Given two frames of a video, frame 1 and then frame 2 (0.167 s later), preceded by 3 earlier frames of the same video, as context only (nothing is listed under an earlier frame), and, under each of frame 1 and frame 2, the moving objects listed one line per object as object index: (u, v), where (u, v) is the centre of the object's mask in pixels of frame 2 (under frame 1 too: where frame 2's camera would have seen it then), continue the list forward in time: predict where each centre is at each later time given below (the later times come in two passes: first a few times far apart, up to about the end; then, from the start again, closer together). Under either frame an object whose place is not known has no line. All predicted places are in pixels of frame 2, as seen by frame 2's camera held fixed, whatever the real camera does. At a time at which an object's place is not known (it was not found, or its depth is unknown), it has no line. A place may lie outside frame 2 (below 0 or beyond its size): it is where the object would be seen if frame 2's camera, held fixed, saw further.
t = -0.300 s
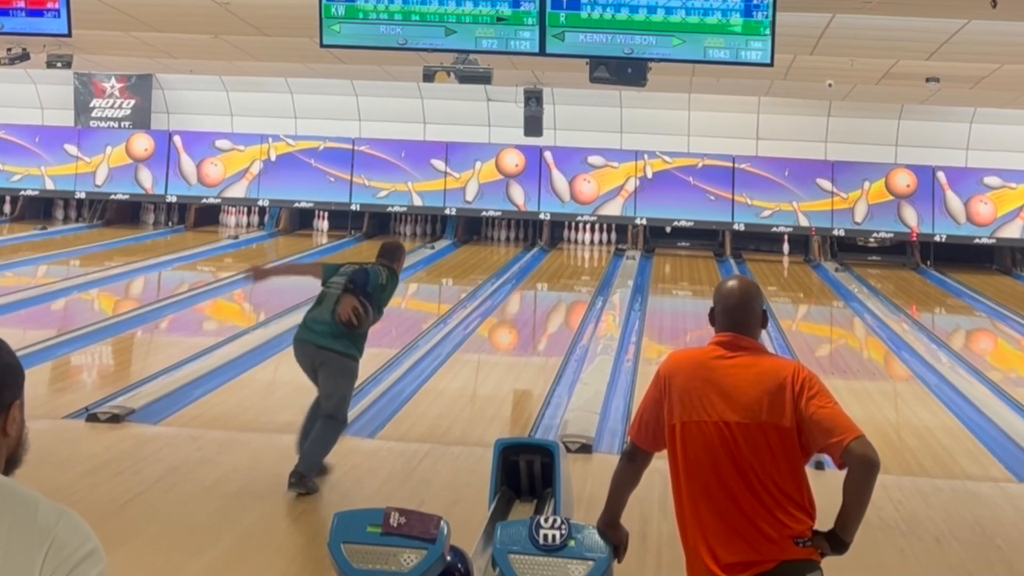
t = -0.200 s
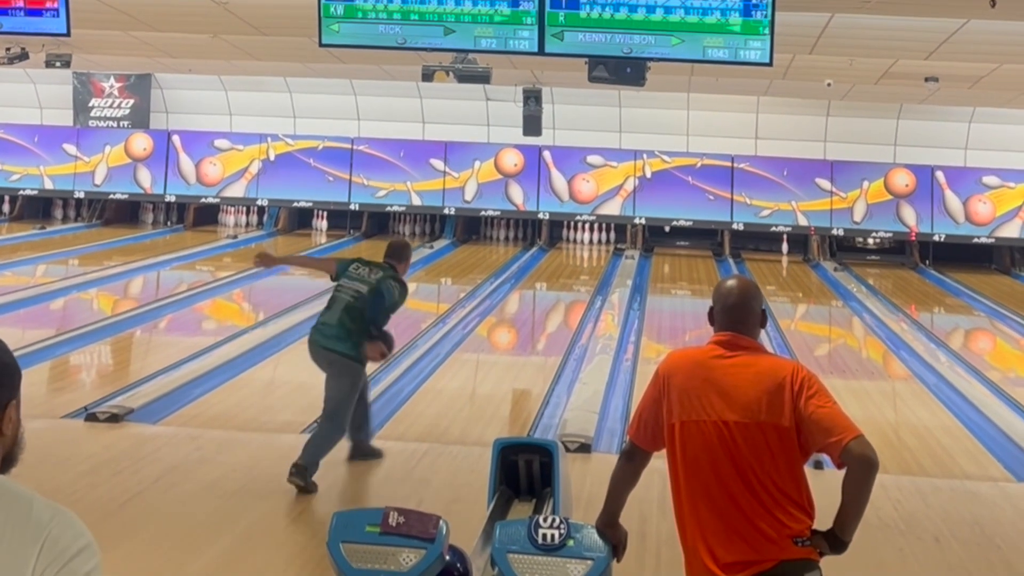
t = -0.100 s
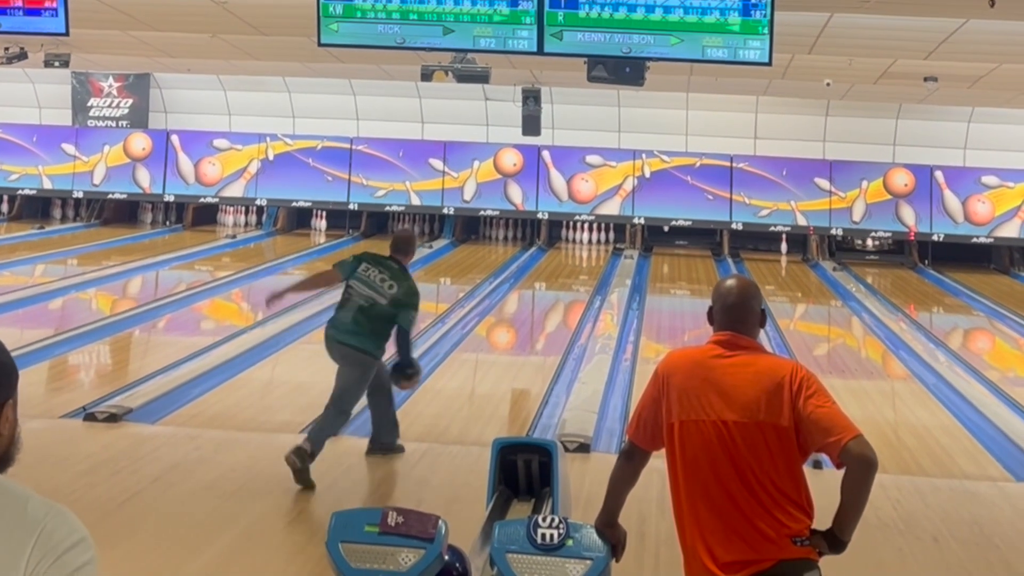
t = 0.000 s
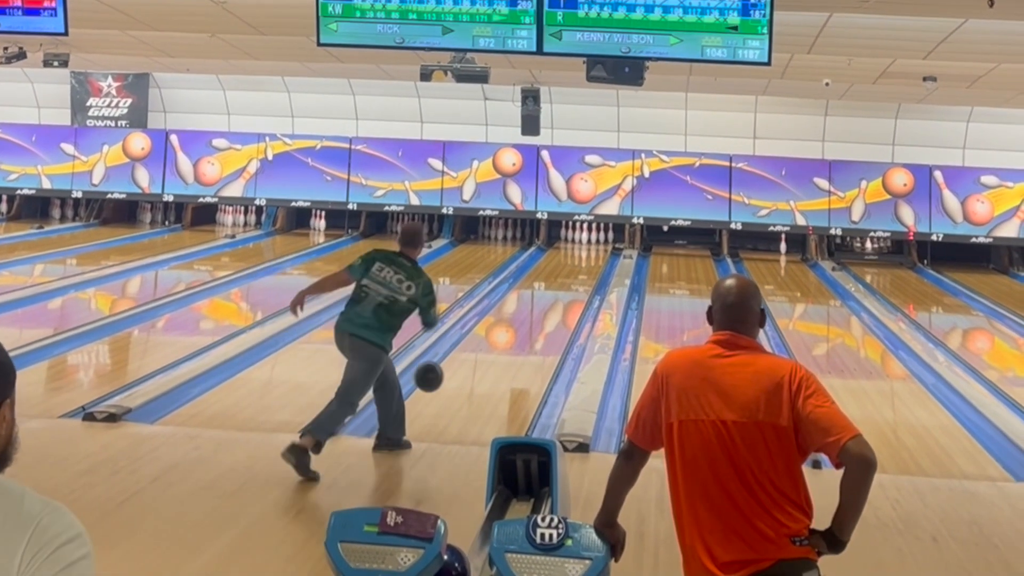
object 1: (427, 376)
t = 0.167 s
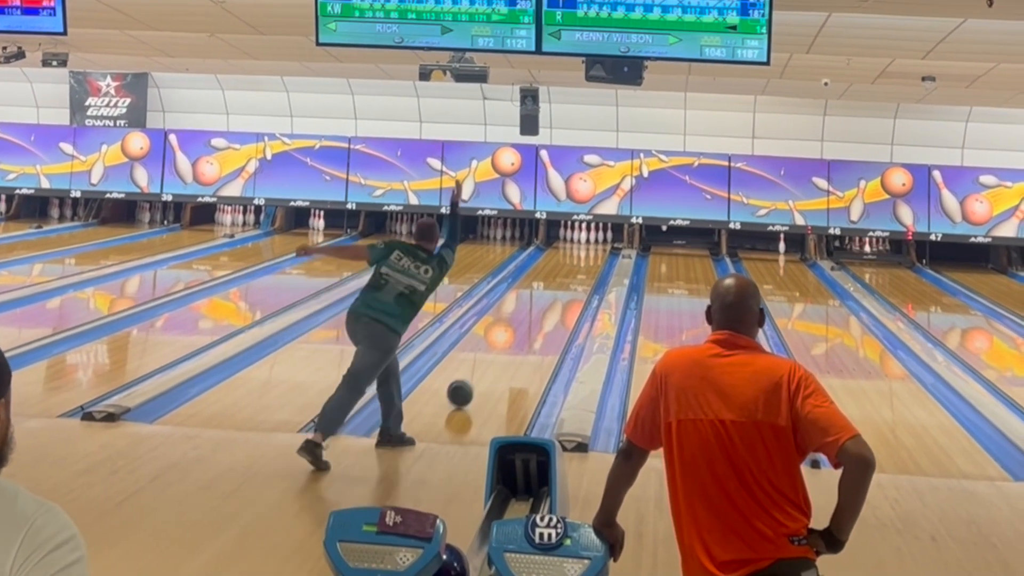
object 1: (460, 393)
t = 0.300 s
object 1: (482, 372)
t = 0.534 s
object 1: (513, 343)
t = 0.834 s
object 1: (543, 314)
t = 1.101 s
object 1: (562, 295)
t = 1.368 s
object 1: (577, 279)
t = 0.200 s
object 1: (466, 385)
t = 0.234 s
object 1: (471, 379)
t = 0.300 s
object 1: (482, 372)
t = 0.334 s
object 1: (487, 368)
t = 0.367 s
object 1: (492, 363)
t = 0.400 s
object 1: (496, 359)
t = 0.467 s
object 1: (505, 351)
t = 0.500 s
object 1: (509, 347)
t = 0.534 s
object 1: (513, 343)
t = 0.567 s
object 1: (517, 339)
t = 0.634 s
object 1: (524, 332)
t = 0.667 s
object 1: (528, 329)
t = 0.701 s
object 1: (531, 326)
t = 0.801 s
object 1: (540, 317)
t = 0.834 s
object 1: (543, 314)
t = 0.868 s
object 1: (546, 311)
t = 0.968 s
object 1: (554, 303)
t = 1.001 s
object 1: (556, 301)
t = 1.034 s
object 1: (558, 299)
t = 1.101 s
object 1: (562, 295)
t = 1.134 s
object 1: (565, 292)
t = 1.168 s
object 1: (567, 290)
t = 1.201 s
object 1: (568, 288)
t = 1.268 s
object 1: (572, 284)
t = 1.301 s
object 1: (574, 282)
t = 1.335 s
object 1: (576, 281)
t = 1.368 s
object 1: (577, 279)
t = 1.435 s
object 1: (580, 275)
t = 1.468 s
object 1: (582, 274)
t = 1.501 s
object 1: (583, 272)
